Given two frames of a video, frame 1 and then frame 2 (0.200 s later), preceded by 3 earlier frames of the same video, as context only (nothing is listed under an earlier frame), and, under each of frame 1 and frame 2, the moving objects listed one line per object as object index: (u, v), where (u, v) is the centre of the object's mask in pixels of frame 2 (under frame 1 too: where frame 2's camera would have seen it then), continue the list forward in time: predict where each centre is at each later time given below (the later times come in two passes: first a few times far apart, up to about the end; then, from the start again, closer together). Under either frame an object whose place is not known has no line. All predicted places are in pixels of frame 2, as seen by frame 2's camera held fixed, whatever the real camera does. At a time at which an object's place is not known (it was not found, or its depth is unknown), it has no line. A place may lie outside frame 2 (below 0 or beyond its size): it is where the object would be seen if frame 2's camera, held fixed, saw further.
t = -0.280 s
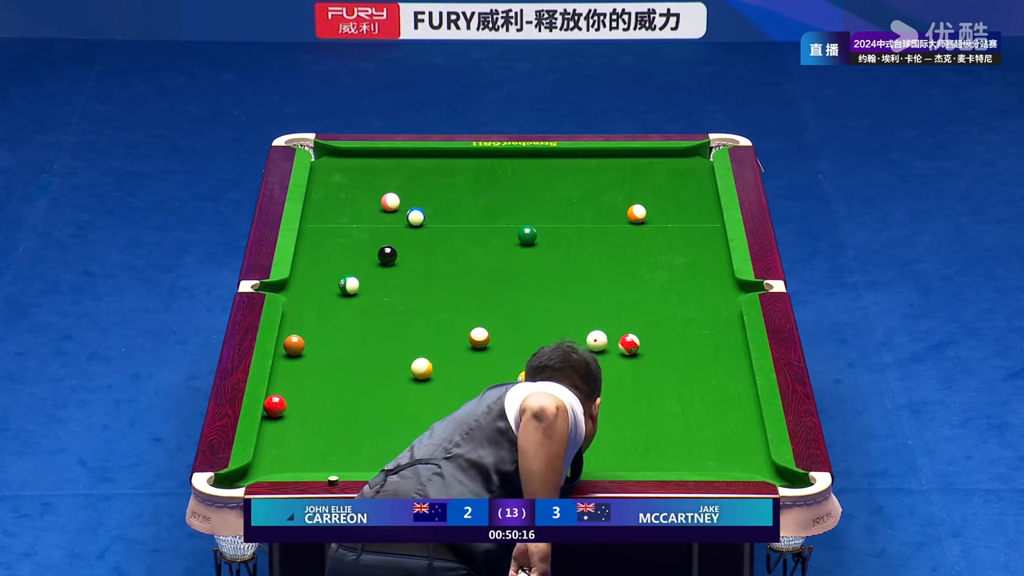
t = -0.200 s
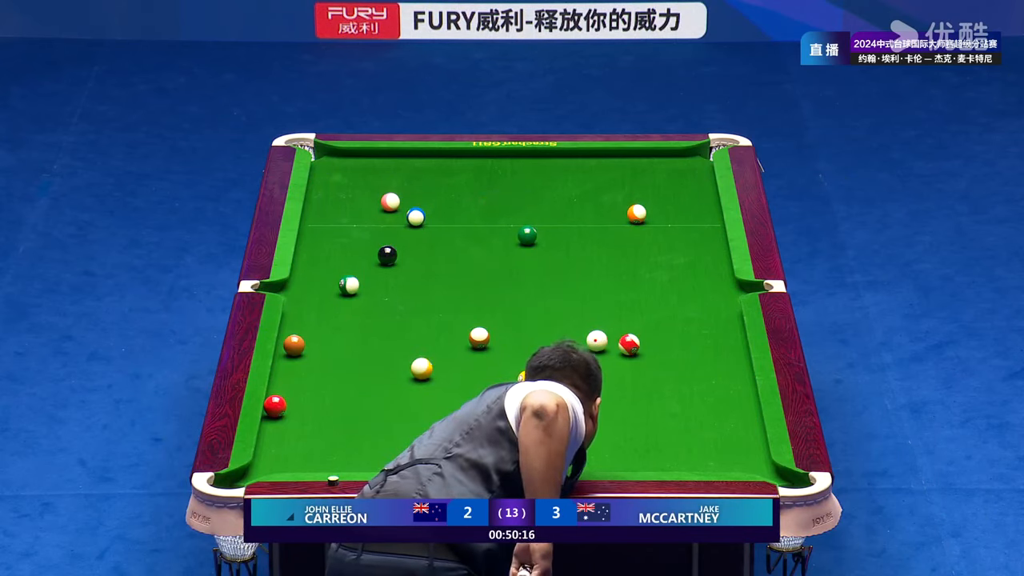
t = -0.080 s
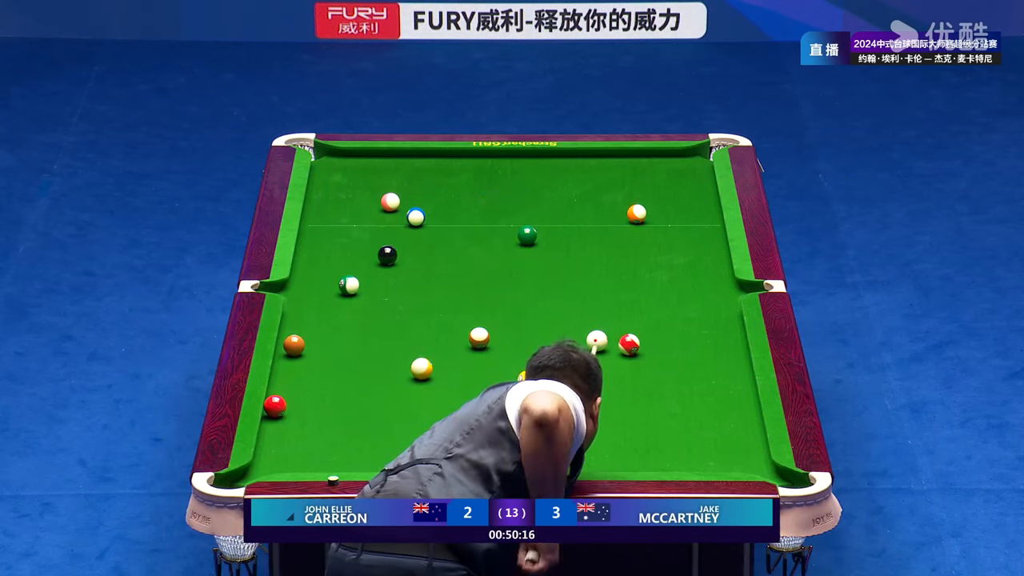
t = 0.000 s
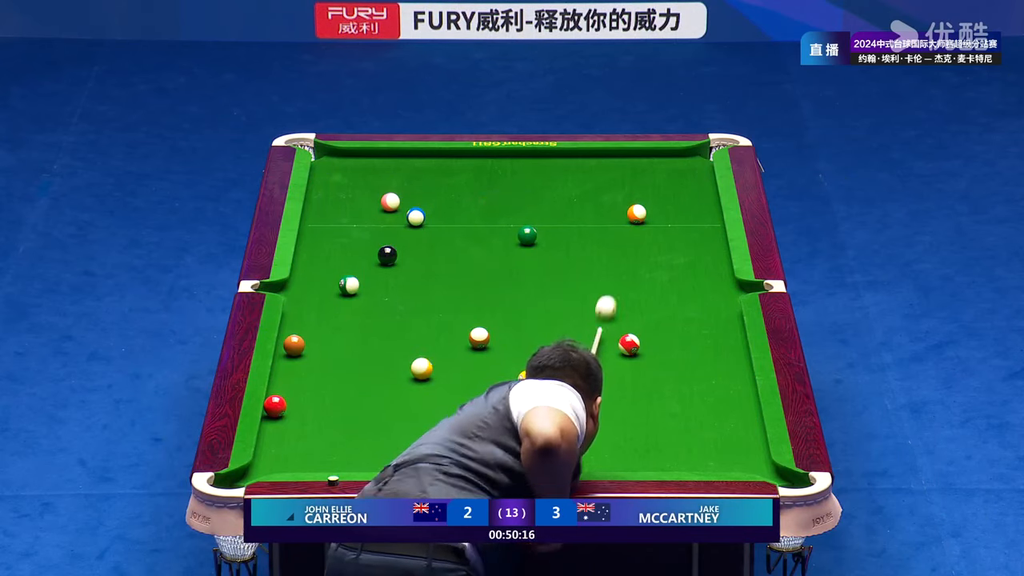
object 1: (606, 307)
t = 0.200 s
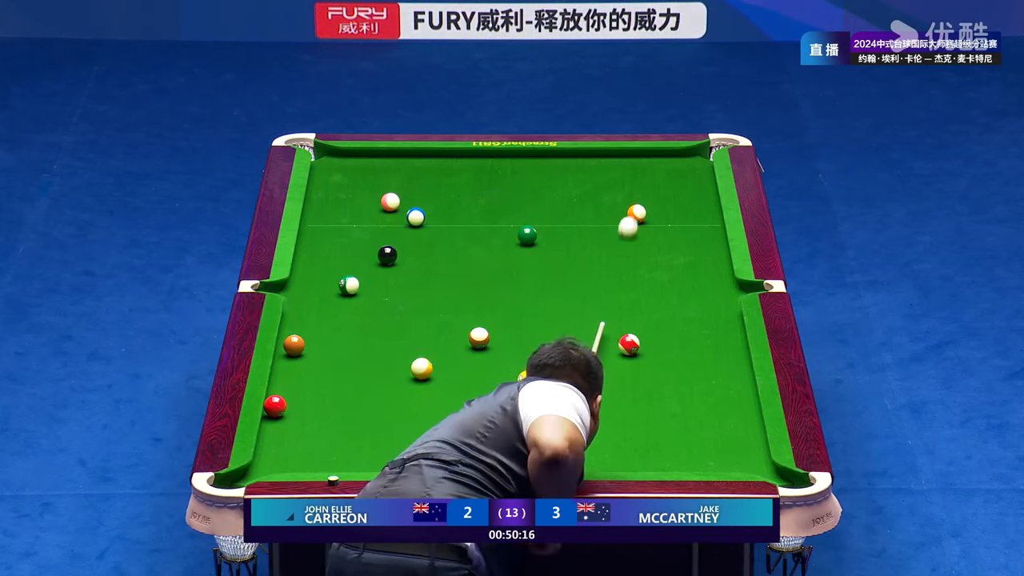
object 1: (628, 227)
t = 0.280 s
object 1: (618, 217)
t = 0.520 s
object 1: (580, 205)
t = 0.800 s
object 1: (540, 191)
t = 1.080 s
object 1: (503, 178)
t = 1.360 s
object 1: (469, 167)
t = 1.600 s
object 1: (442, 157)
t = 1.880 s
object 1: (416, 156)
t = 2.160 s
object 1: (394, 162)
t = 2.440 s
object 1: (374, 167)
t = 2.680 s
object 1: (358, 171)
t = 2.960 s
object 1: (341, 175)
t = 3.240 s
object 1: (326, 179)
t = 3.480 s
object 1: (317, 182)
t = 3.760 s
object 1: (322, 184)
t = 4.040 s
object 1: (325, 185)
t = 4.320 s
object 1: (328, 186)
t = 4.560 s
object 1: (328, 187)
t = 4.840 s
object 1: (328, 187)
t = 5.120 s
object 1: (328, 187)
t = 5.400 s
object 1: (328, 186)
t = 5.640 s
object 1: (328, 187)
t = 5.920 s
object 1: (328, 187)
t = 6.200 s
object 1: (328, 186)
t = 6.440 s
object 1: (328, 186)
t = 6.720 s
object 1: (328, 186)
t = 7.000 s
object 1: (328, 186)
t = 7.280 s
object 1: (328, 186)
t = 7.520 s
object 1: (328, 186)
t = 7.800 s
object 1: (328, 186)
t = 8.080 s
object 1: (328, 186)
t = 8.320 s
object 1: (328, 186)
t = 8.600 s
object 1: (328, 187)
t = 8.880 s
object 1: (328, 187)
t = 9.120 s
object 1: (328, 187)
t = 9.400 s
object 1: (328, 187)
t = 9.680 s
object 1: (328, 187)
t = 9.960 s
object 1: (328, 187)
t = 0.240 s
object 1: (626, 218)
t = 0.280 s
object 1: (618, 217)
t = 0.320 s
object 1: (610, 215)
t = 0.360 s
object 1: (604, 213)
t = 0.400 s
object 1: (598, 211)
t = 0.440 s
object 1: (592, 209)
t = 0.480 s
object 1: (586, 207)
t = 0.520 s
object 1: (580, 205)
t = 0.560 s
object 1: (574, 203)
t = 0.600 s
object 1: (568, 201)
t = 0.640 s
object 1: (562, 199)
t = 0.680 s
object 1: (557, 197)
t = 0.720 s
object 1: (551, 195)
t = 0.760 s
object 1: (546, 193)
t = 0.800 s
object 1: (540, 191)
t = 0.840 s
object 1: (535, 189)
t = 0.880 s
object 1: (529, 187)
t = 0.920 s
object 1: (524, 186)
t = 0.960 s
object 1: (519, 184)
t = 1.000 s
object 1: (514, 182)
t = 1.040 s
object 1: (509, 180)
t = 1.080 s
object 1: (503, 178)
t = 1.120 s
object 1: (498, 177)
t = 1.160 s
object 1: (493, 175)
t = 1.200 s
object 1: (488, 173)
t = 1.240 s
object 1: (484, 172)
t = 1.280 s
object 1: (479, 170)
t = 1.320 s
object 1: (474, 168)
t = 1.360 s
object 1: (469, 167)
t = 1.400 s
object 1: (465, 165)
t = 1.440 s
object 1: (460, 164)
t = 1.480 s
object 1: (456, 162)
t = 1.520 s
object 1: (451, 160)
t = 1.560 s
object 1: (447, 159)
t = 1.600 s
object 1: (442, 157)
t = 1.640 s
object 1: (438, 156)
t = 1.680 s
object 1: (434, 154)
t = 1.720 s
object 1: (430, 153)
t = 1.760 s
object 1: (426, 153)
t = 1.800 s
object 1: (423, 155)
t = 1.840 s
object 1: (419, 155)
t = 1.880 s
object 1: (416, 156)
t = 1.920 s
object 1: (413, 157)
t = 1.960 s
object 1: (410, 158)
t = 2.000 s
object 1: (406, 158)
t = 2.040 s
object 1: (403, 159)
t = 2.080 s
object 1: (400, 160)
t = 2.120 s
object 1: (397, 161)
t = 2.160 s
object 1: (394, 162)
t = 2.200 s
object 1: (391, 162)
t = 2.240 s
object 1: (388, 163)
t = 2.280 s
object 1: (385, 164)
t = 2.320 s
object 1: (382, 165)
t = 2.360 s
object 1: (379, 166)
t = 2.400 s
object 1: (376, 166)
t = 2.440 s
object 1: (374, 167)
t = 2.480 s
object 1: (371, 167)
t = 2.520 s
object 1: (368, 168)
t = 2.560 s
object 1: (365, 169)
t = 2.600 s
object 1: (363, 170)
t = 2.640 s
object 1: (360, 170)
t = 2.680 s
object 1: (358, 171)
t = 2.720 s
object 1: (355, 171)
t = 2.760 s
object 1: (353, 172)
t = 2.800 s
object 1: (350, 173)
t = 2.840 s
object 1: (348, 173)
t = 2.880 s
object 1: (345, 174)
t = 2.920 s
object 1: (343, 174)
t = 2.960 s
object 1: (341, 175)
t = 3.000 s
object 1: (339, 176)
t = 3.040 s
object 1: (337, 176)
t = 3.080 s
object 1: (335, 177)
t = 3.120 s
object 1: (332, 177)
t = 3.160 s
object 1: (330, 178)
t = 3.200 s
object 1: (328, 178)
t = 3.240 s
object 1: (326, 179)
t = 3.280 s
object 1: (325, 179)
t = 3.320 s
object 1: (323, 180)
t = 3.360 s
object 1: (321, 180)
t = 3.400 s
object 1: (319, 181)
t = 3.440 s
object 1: (317, 181)
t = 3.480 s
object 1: (317, 182)
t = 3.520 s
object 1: (318, 182)
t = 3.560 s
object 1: (318, 182)
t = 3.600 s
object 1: (319, 182)
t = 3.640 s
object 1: (320, 183)
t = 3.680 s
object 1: (321, 183)
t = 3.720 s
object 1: (321, 183)
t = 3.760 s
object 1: (322, 184)
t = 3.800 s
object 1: (323, 184)
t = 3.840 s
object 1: (323, 184)
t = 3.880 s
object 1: (324, 184)
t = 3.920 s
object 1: (324, 184)
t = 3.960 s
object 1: (325, 185)
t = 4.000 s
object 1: (325, 185)
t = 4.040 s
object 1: (325, 185)
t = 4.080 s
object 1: (326, 185)
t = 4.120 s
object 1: (326, 185)
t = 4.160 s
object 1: (326, 186)
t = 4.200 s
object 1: (327, 186)
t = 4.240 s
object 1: (327, 186)
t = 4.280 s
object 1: (327, 186)
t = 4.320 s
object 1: (328, 186)
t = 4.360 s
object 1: (328, 186)
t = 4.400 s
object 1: (328, 186)
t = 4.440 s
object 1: (328, 186)
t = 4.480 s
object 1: (328, 187)
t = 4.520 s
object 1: (328, 187)
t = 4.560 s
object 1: (328, 187)
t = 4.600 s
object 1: (328, 187)
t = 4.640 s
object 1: (328, 187)
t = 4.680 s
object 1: (328, 187)
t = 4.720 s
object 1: (328, 187)
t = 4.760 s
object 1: (328, 187)
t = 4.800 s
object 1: (328, 187)
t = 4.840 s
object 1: (328, 187)
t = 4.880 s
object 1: (328, 186)
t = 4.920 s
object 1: (328, 187)
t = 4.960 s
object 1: (328, 187)
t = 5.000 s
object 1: (328, 187)
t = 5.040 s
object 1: (328, 187)
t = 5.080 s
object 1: (328, 186)
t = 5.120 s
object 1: (328, 187)
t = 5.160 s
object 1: (328, 187)
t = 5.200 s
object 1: (328, 187)
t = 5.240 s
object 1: (328, 186)
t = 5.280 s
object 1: (328, 186)
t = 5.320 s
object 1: (328, 186)
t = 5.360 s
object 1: (328, 187)
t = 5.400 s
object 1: (328, 186)
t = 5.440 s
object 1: (328, 187)
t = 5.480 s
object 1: (328, 187)
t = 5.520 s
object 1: (328, 187)
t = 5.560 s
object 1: (328, 187)
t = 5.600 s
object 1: (328, 187)
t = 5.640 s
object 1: (328, 187)
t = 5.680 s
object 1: (328, 187)
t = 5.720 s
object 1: (328, 187)
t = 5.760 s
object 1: (328, 187)
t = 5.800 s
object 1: (328, 187)
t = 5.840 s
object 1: (328, 186)
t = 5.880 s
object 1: (328, 187)
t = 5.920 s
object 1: (328, 187)
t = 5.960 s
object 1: (328, 187)
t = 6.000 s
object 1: (328, 187)
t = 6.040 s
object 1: (328, 186)
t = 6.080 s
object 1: (328, 187)
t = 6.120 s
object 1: (328, 187)
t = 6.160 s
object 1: (328, 186)
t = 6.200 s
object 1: (328, 186)
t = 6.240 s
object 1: (328, 186)
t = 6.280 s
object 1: (328, 186)
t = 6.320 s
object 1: (328, 186)
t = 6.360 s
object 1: (328, 186)
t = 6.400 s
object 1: (328, 186)
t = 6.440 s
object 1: (328, 186)
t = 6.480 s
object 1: (328, 186)
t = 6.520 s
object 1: (328, 186)
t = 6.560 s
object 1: (328, 186)
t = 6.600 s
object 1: (328, 186)
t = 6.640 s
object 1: (328, 186)
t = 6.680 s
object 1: (328, 186)
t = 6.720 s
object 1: (328, 186)
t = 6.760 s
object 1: (328, 186)
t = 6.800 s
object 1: (328, 186)
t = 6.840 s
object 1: (328, 186)
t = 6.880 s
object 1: (328, 186)
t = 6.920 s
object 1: (328, 186)
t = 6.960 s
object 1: (328, 186)
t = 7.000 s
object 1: (328, 186)
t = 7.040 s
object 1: (328, 186)
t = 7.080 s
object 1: (328, 186)
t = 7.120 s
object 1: (328, 186)
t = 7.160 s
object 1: (328, 186)
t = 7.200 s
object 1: (328, 186)
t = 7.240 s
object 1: (328, 186)
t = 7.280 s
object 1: (328, 186)
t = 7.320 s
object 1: (328, 186)
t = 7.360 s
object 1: (328, 186)
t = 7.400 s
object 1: (328, 186)
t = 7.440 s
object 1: (328, 186)
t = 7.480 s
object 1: (328, 186)
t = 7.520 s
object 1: (328, 186)
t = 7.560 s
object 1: (328, 186)
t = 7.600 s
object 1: (328, 186)
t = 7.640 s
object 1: (328, 186)
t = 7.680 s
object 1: (328, 186)
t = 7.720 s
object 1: (328, 186)
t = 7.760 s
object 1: (328, 186)
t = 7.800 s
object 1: (328, 186)
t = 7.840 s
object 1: (328, 186)
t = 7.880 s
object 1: (328, 186)
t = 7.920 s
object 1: (328, 186)
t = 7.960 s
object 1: (328, 186)
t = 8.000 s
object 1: (328, 186)
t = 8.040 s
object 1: (328, 186)
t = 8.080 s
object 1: (328, 186)
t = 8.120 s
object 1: (328, 186)
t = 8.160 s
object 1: (328, 186)
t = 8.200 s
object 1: (328, 186)
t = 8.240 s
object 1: (328, 186)
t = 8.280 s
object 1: (328, 186)
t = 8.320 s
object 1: (328, 186)
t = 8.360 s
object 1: (328, 186)
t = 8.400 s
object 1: (328, 186)
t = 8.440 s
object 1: (328, 186)
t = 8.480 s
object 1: (328, 186)
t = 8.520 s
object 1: (328, 186)
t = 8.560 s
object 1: (328, 186)
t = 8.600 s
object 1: (328, 187)
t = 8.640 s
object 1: (328, 187)
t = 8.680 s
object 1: (328, 187)
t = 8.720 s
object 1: (328, 187)
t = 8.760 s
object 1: (328, 187)
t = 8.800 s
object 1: (328, 187)
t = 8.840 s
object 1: (328, 187)
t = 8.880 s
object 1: (328, 187)
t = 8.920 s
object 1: (328, 187)
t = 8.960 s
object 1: (328, 187)
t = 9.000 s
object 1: (328, 187)
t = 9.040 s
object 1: (328, 187)
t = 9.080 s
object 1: (328, 187)
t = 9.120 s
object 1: (328, 187)
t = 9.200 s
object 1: (328, 187)
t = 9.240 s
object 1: (328, 187)
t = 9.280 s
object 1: (328, 187)
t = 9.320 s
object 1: (328, 187)
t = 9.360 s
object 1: (328, 187)
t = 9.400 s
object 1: (328, 187)
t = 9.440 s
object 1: (328, 187)
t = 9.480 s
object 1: (328, 187)
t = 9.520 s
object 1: (328, 187)
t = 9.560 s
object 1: (328, 187)
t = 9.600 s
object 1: (328, 187)
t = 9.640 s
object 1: (328, 187)
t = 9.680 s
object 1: (328, 187)
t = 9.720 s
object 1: (328, 187)
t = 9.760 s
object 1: (328, 187)
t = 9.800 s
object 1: (328, 187)
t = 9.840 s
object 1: (328, 187)
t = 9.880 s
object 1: (328, 187)
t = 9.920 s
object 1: (328, 187)
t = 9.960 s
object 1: (328, 187)
